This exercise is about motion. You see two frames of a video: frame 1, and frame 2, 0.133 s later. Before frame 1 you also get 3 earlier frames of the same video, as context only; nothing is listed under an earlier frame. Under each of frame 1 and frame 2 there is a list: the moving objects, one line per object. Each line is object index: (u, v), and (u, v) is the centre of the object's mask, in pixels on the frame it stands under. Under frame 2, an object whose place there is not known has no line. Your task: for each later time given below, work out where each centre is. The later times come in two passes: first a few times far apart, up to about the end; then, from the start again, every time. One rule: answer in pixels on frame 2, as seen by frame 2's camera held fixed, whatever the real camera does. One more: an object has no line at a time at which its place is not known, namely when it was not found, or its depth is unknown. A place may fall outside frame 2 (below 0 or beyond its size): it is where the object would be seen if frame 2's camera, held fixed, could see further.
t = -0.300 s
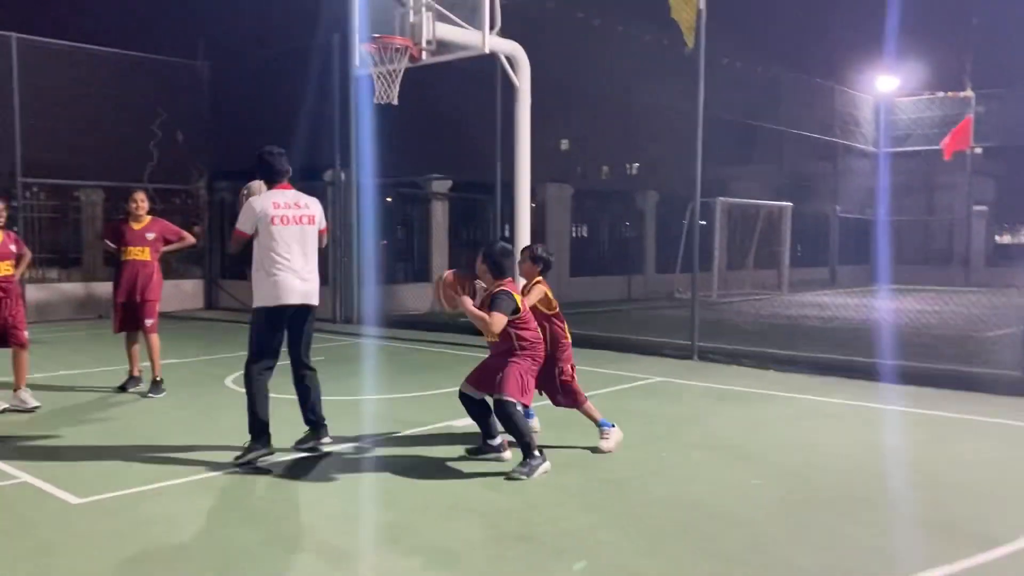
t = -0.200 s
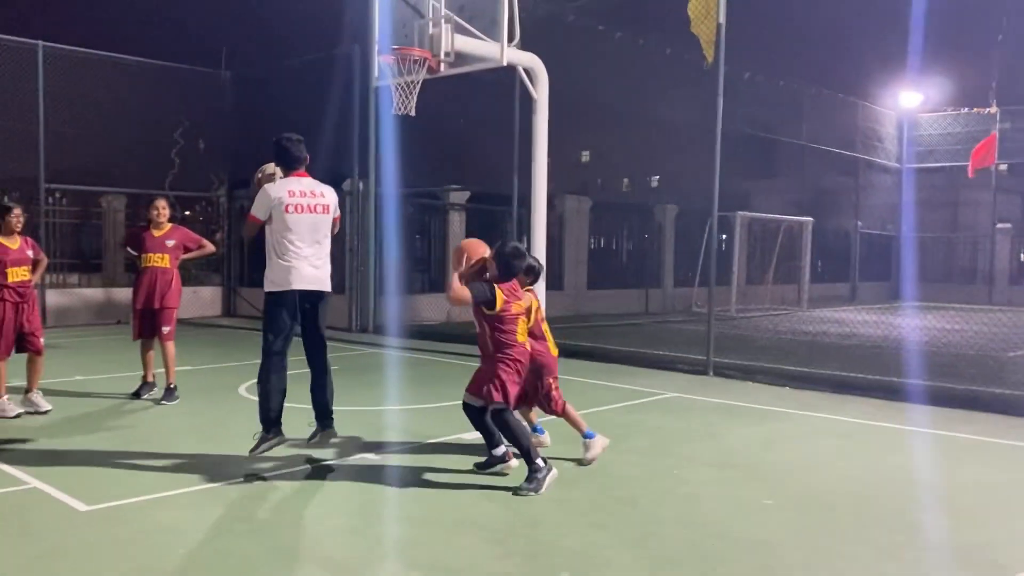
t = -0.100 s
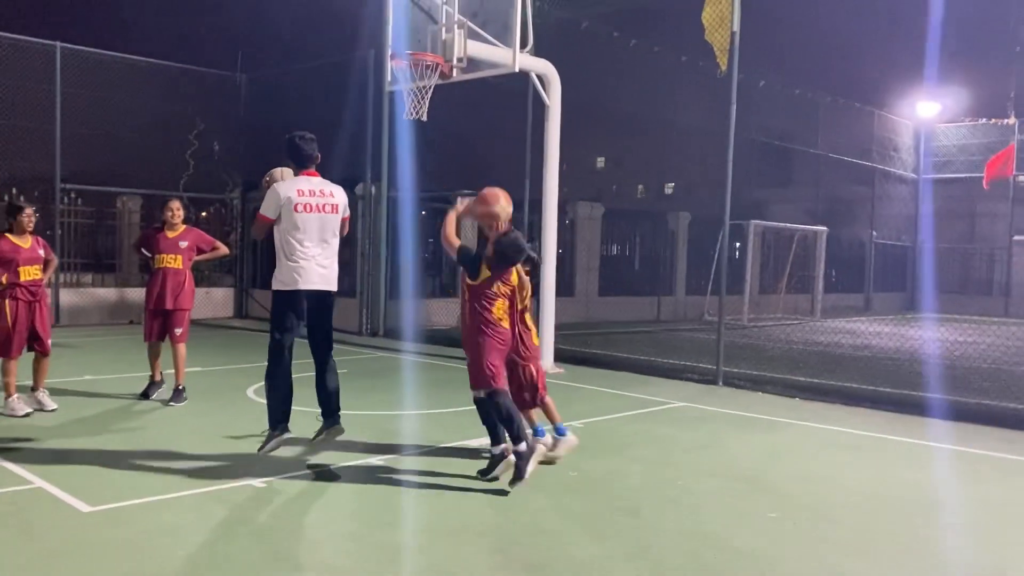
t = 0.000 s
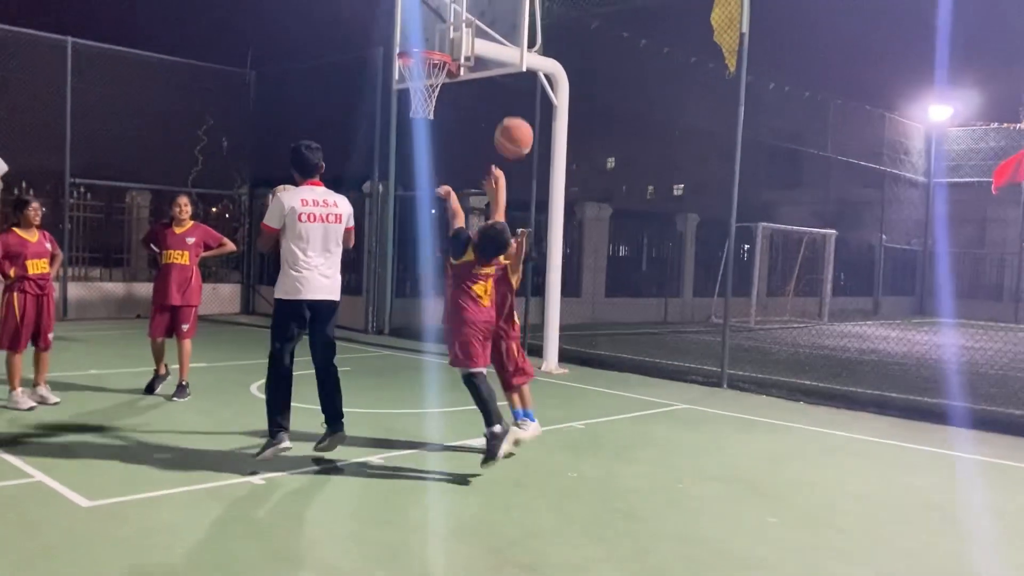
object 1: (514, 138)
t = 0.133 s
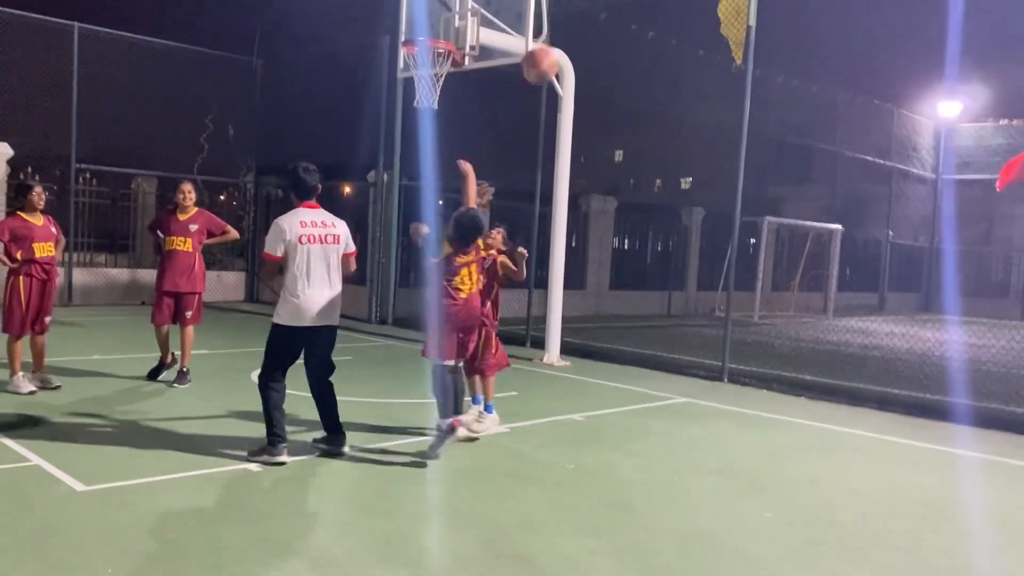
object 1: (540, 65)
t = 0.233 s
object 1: (553, 38)
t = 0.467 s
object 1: (578, 40)
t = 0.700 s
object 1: (596, 101)
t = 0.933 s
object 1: (607, 202)
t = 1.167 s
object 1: (611, 339)
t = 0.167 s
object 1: (545, 53)
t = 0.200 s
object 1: (549, 45)
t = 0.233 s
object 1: (553, 38)
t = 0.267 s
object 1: (558, 34)
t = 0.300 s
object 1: (561, 32)
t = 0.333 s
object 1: (565, 30)
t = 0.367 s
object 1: (569, 30)
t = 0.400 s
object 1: (572, 32)
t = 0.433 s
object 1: (575, 35)
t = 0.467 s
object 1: (578, 40)
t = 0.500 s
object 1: (581, 45)
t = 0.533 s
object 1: (584, 51)
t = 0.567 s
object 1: (587, 59)
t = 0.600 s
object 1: (589, 67)
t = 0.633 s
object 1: (592, 78)
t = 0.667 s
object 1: (594, 89)
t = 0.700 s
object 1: (596, 101)
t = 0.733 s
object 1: (598, 114)
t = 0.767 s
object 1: (600, 127)
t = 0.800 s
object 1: (601, 141)
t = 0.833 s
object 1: (603, 155)
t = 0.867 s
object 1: (603, 171)
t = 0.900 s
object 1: (605, 186)
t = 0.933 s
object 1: (607, 202)
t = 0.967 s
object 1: (608, 221)
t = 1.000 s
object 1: (609, 240)
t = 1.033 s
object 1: (609, 258)
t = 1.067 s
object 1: (610, 278)
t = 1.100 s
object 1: (610, 297)
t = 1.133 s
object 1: (610, 317)
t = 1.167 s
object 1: (611, 339)
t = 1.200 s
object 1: (612, 358)
